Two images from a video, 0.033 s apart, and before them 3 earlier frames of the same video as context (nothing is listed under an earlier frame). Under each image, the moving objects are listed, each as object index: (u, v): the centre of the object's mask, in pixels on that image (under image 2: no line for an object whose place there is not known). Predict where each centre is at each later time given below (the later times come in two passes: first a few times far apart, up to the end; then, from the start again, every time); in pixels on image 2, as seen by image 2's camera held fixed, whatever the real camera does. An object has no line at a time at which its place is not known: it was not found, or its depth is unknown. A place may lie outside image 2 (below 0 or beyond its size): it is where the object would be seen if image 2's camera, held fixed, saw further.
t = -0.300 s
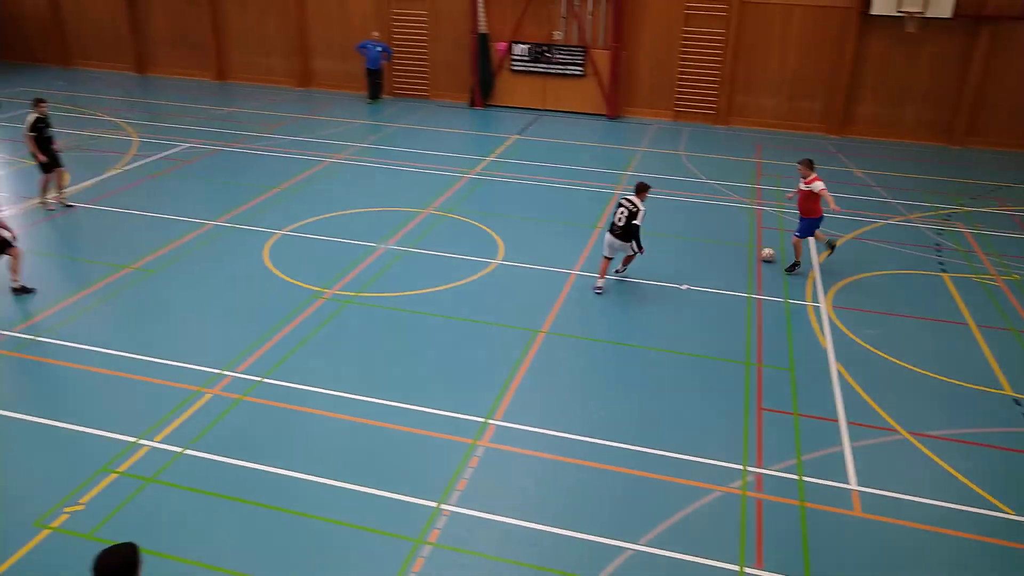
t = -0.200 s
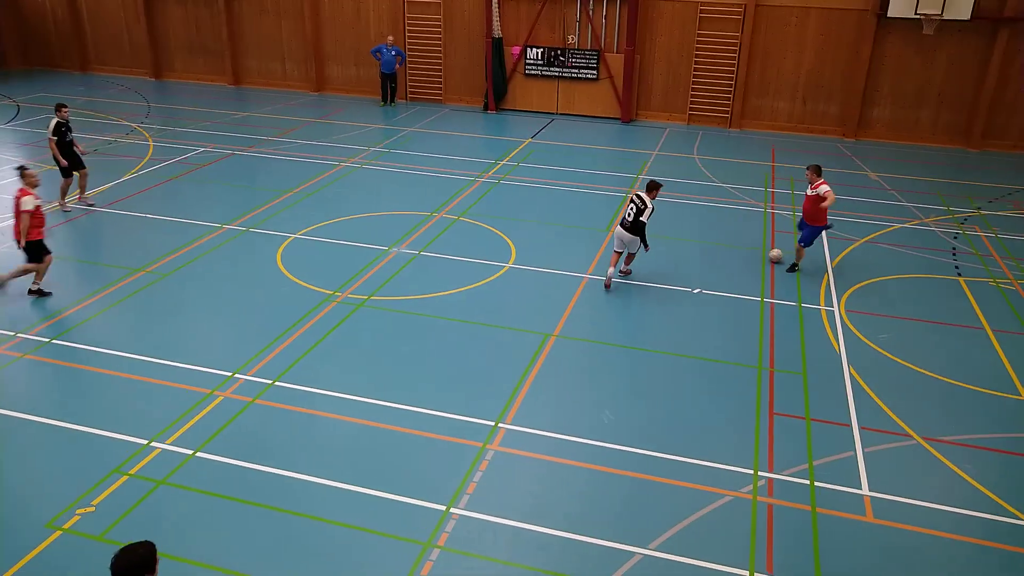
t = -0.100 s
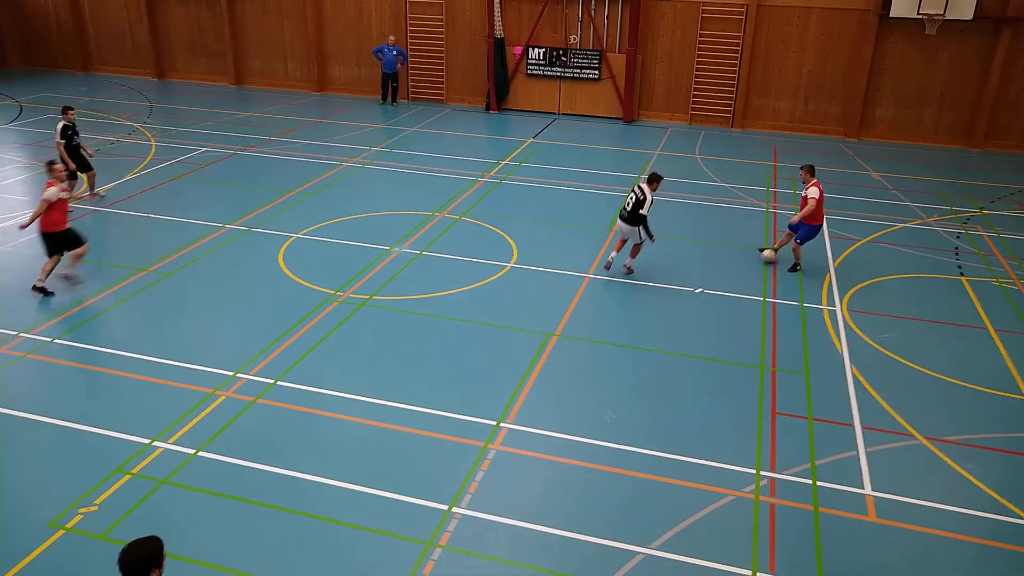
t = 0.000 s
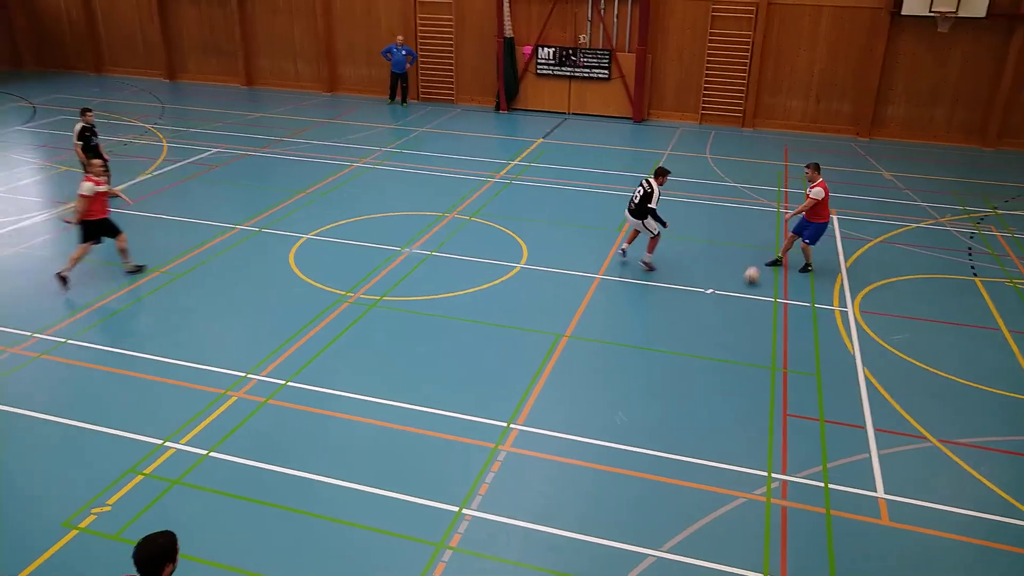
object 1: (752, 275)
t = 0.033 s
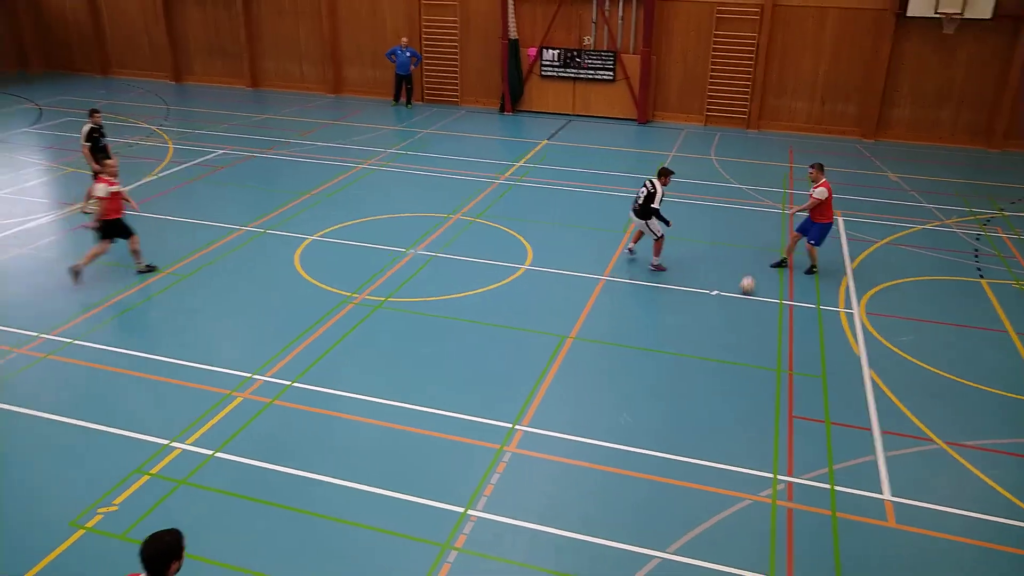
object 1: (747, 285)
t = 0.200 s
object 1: (696, 326)
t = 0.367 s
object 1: (643, 371)
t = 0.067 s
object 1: (736, 294)
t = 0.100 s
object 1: (726, 302)
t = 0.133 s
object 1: (716, 309)
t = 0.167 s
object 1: (706, 318)
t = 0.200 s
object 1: (696, 326)
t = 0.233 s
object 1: (686, 335)
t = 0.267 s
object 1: (675, 343)
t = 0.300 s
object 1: (664, 352)
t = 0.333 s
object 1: (654, 361)
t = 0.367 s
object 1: (643, 371)
